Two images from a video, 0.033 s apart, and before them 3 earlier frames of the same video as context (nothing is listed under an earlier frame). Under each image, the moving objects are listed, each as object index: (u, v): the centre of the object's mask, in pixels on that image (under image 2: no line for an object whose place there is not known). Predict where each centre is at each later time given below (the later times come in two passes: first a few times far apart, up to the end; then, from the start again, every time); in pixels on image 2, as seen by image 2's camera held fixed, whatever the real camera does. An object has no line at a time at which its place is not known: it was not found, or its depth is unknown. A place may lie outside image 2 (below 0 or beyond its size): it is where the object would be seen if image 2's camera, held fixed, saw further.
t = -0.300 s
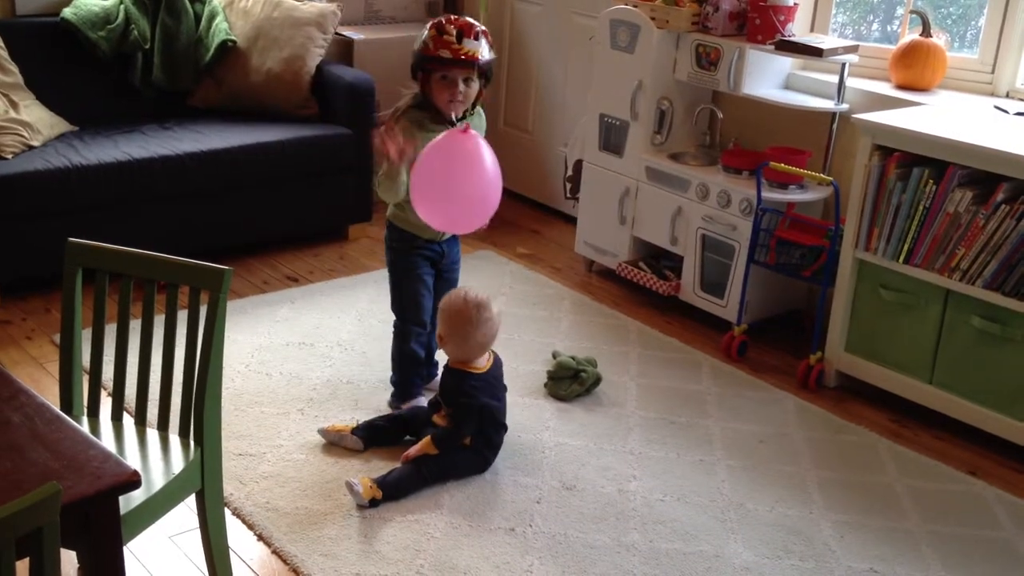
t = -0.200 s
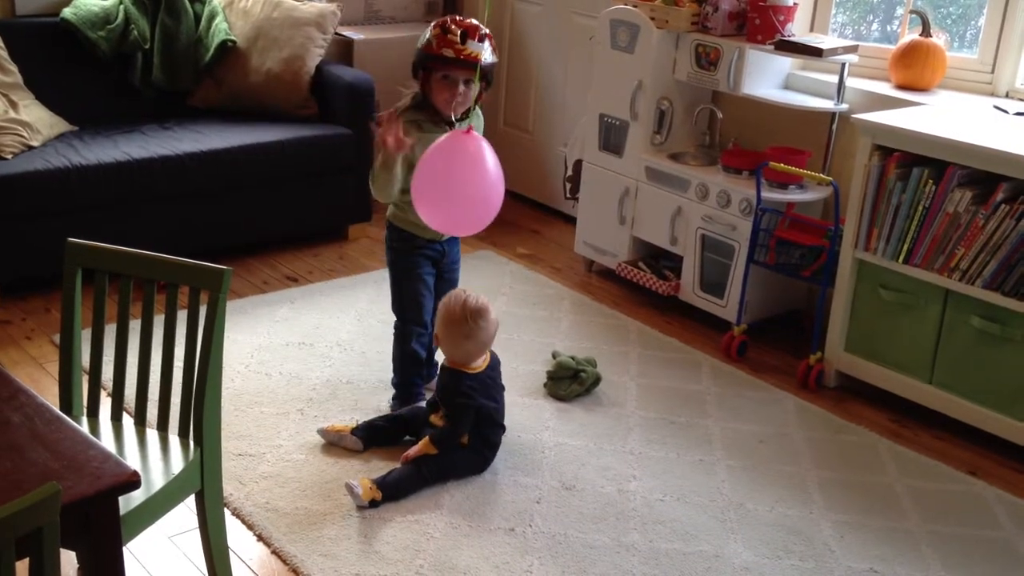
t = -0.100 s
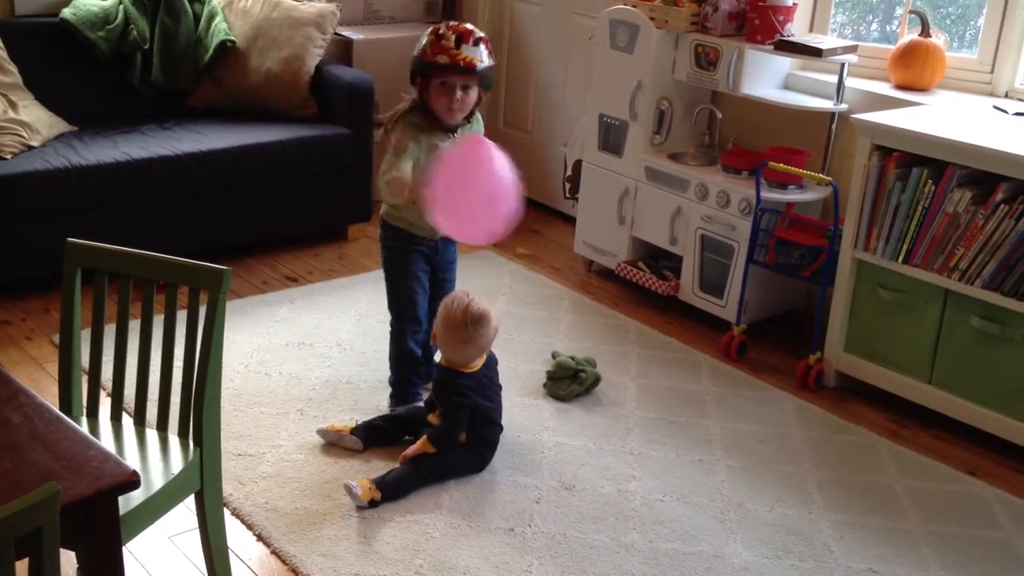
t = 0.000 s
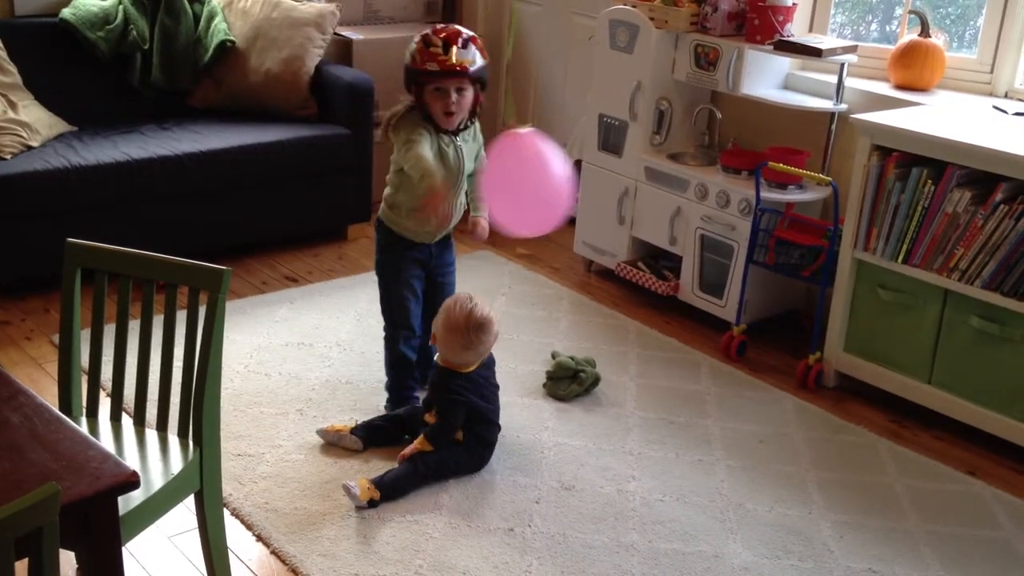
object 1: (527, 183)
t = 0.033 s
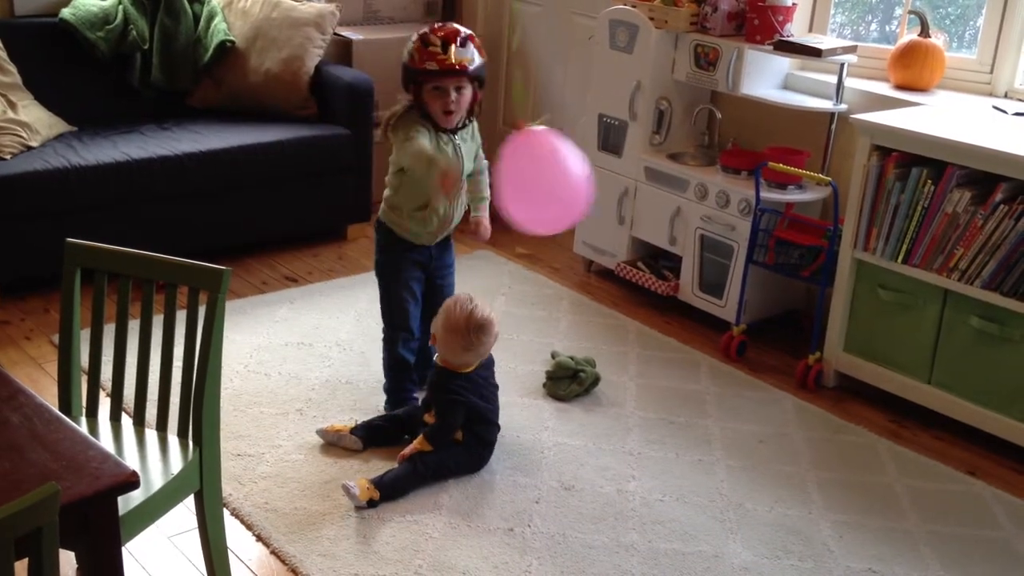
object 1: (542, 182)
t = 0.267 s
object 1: (644, 190)
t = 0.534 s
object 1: (715, 177)
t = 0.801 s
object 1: (747, 175)
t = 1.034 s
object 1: (755, 172)
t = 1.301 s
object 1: (744, 174)
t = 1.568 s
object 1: (718, 181)
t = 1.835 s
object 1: (679, 191)
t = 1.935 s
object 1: (660, 193)
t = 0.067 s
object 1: (558, 180)
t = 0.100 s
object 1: (573, 180)
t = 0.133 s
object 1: (588, 182)
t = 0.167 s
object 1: (603, 184)
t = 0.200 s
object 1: (618, 187)
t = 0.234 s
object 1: (632, 189)
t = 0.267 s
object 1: (644, 190)
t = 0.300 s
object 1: (655, 192)
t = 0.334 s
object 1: (666, 194)
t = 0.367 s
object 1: (676, 193)
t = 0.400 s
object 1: (685, 189)
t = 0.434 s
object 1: (693, 185)
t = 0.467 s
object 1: (701, 181)
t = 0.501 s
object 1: (708, 179)
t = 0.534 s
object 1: (715, 177)
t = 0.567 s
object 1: (721, 177)
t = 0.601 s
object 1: (726, 178)
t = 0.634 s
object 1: (731, 178)
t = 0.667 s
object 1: (736, 178)
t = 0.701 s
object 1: (739, 178)
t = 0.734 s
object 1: (742, 177)
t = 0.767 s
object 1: (745, 176)
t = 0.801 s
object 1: (747, 175)
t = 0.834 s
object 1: (749, 174)
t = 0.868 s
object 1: (751, 172)
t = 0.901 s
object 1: (752, 171)
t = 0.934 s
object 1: (754, 171)
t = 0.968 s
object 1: (754, 171)
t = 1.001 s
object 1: (755, 172)
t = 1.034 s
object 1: (755, 172)
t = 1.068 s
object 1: (755, 172)
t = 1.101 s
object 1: (754, 172)
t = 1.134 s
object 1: (753, 172)
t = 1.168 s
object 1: (752, 172)
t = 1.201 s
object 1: (750, 172)
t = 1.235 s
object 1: (749, 173)
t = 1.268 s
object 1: (746, 173)
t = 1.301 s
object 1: (744, 174)
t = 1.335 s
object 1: (742, 175)
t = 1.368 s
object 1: (739, 176)
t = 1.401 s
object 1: (736, 178)
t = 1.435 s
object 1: (733, 179)
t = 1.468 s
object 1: (730, 180)
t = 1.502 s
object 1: (726, 181)
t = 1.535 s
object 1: (722, 181)
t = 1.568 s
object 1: (718, 181)
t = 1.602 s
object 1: (714, 182)
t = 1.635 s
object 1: (710, 182)
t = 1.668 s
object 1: (705, 183)
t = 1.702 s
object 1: (701, 185)
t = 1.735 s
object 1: (695, 187)
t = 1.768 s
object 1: (690, 188)
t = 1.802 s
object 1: (685, 190)
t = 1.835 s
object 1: (679, 191)
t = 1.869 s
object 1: (673, 191)
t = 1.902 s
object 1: (667, 192)
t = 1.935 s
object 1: (660, 193)
